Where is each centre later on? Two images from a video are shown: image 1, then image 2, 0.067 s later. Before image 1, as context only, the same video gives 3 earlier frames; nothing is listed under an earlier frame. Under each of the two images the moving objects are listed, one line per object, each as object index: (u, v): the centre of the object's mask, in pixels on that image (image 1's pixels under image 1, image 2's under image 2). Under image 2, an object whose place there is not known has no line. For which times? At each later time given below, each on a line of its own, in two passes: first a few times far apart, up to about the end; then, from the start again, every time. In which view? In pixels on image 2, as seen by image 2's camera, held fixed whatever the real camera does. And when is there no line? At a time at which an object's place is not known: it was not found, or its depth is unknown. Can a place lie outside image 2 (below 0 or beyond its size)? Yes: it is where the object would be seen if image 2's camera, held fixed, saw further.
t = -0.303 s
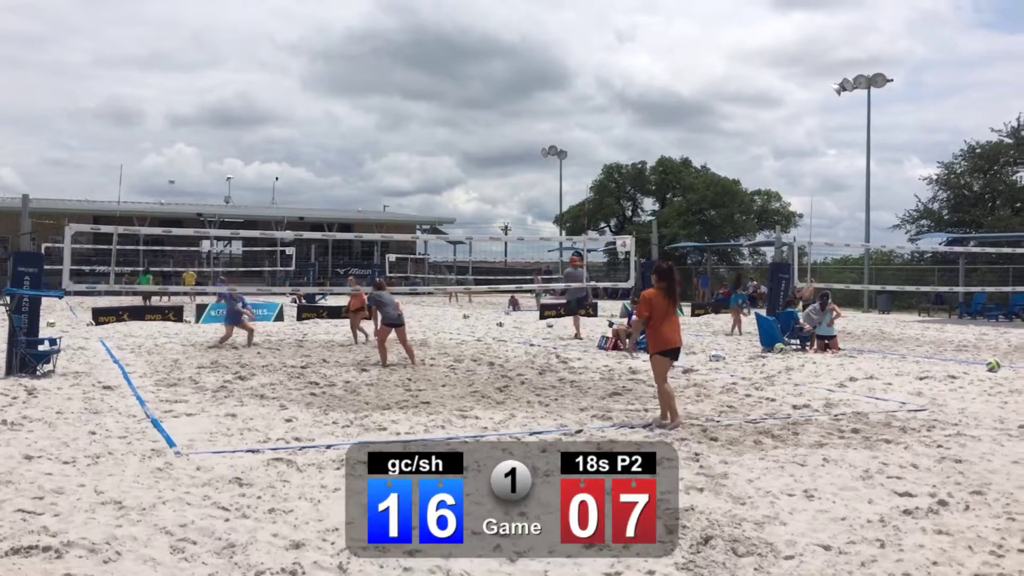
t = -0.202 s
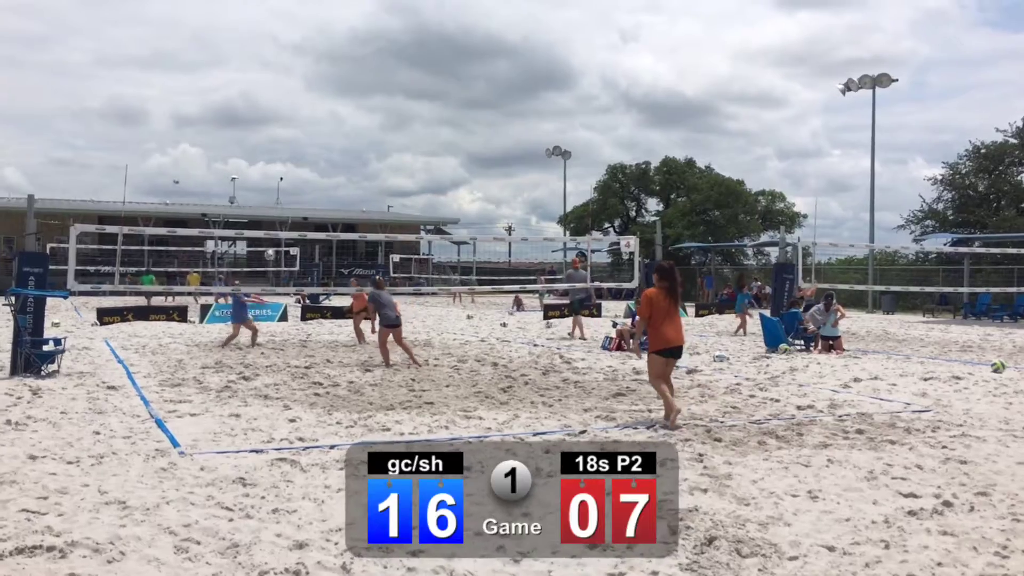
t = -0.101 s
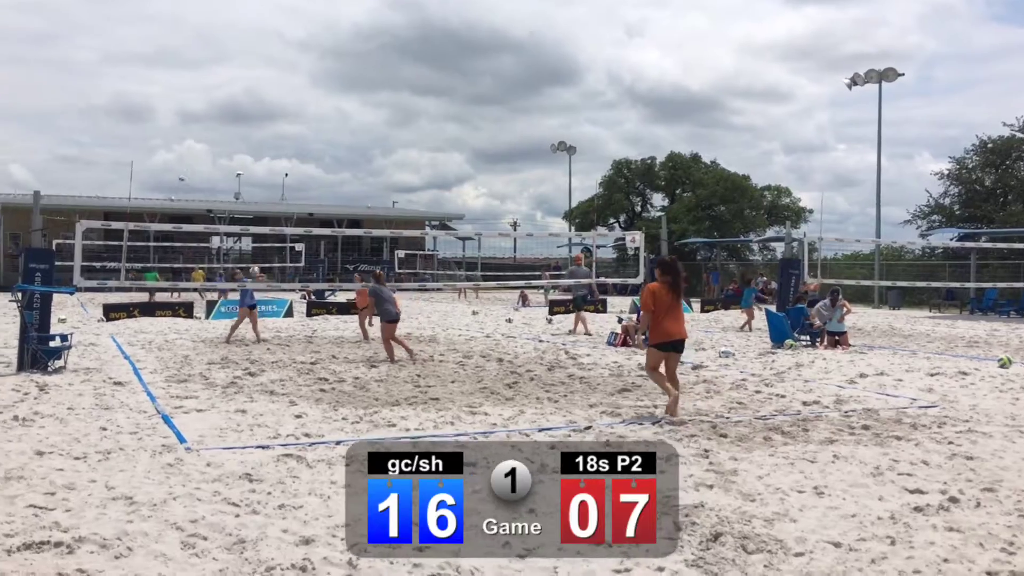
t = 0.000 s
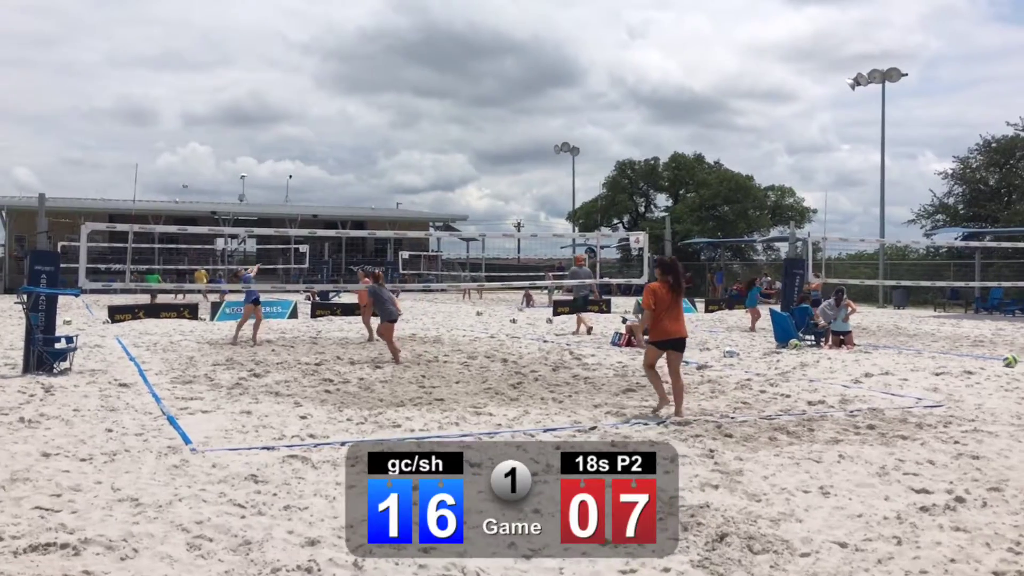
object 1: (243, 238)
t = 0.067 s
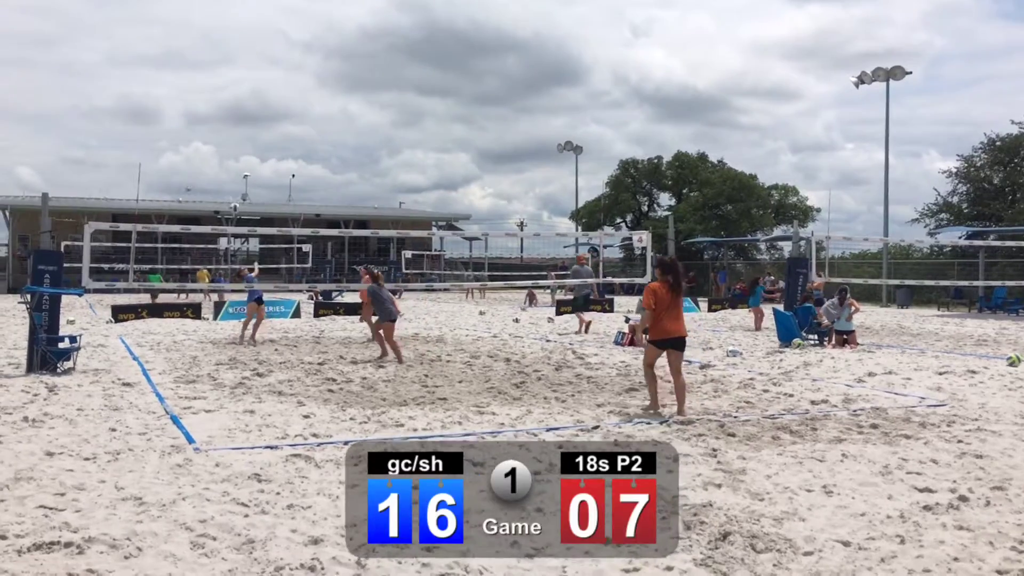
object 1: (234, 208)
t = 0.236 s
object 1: (206, 154)
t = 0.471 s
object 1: (167, 101)
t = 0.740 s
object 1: (124, 75)
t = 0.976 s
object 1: (88, 80)
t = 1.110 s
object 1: (62, 99)
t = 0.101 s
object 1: (229, 196)
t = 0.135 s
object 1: (223, 184)
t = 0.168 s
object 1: (218, 174)
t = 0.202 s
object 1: (212, 164)
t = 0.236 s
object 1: (206, 154)
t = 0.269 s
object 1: (201, 145)
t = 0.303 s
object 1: (195, 136)
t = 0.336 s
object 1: (189, 129)
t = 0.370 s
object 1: (184, 120)
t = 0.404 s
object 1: (179, 114)
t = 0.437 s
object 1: (173, 107)
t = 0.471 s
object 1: (167, 101)
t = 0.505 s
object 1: (162, 96)
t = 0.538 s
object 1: (157, 91)
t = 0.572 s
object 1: (151, 88)
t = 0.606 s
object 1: (146, 84)
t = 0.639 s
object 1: (141, 81)
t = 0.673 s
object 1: (135, 79)
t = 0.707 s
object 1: (129, 76)
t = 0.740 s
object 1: (124, 75)
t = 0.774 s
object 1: (119, 73)
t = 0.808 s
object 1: (115, 73)
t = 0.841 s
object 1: (109, 73)
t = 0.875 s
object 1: (103, 74)
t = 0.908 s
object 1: (97, 76)
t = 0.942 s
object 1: (93, 78)
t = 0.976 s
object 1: (88, 80)
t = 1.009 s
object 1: (83, 83)
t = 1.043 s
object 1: (78, 86)
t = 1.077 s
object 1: (72, 89)
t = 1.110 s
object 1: (62, 99)
